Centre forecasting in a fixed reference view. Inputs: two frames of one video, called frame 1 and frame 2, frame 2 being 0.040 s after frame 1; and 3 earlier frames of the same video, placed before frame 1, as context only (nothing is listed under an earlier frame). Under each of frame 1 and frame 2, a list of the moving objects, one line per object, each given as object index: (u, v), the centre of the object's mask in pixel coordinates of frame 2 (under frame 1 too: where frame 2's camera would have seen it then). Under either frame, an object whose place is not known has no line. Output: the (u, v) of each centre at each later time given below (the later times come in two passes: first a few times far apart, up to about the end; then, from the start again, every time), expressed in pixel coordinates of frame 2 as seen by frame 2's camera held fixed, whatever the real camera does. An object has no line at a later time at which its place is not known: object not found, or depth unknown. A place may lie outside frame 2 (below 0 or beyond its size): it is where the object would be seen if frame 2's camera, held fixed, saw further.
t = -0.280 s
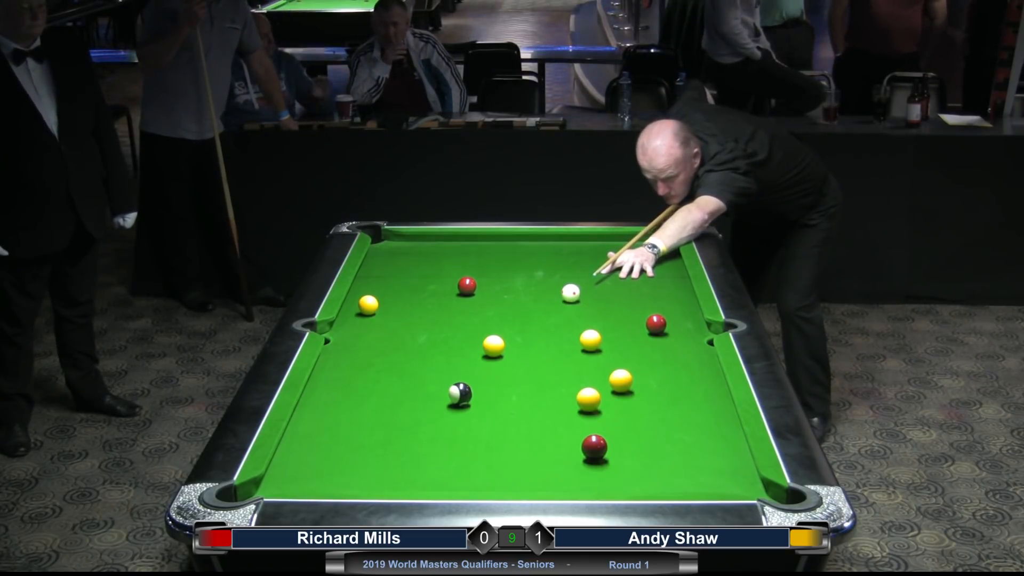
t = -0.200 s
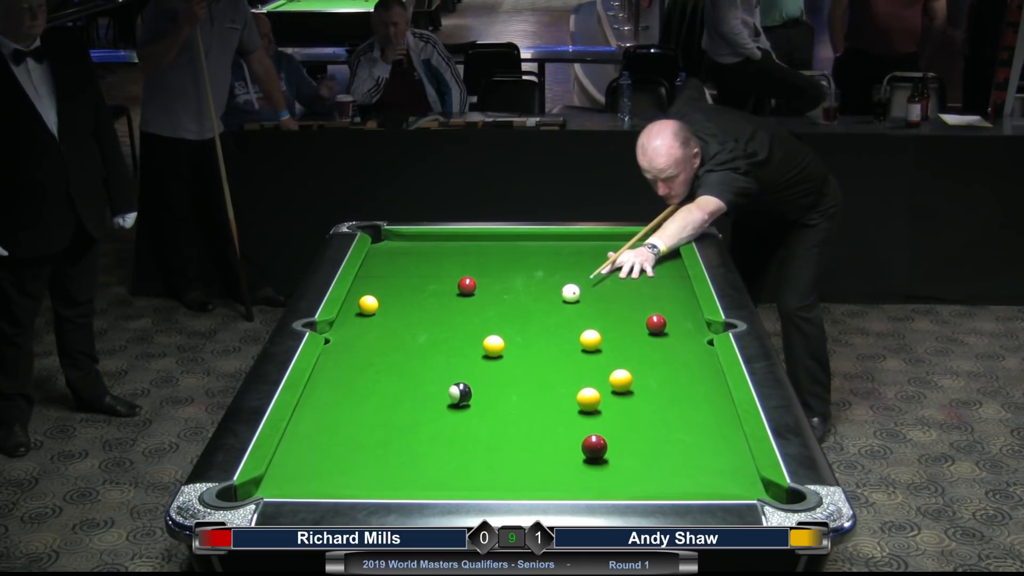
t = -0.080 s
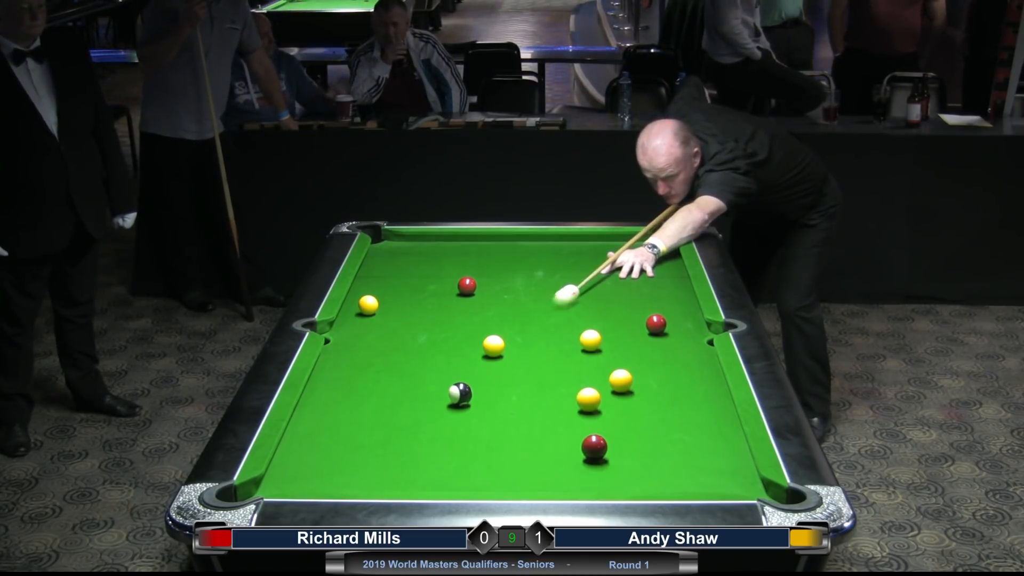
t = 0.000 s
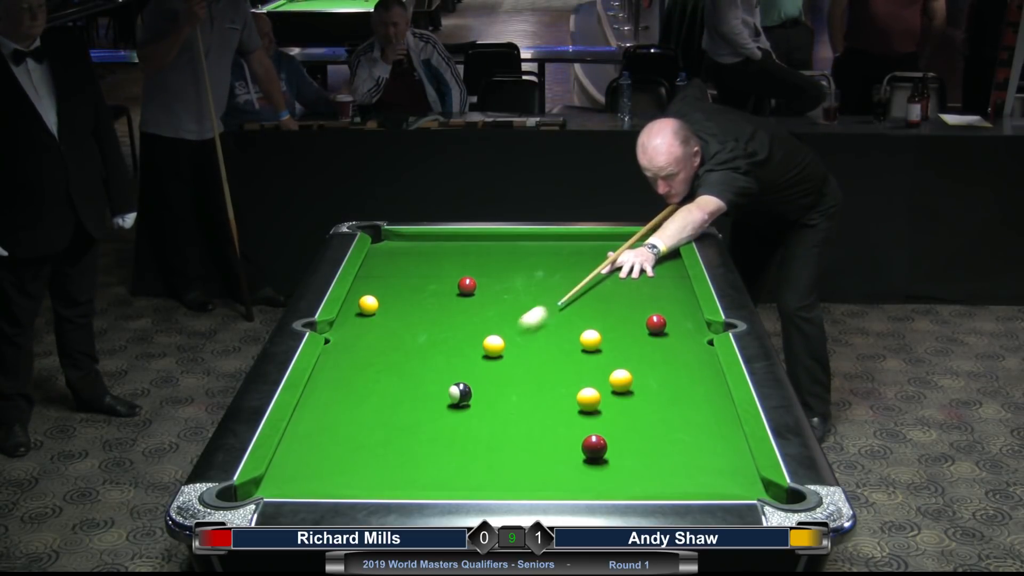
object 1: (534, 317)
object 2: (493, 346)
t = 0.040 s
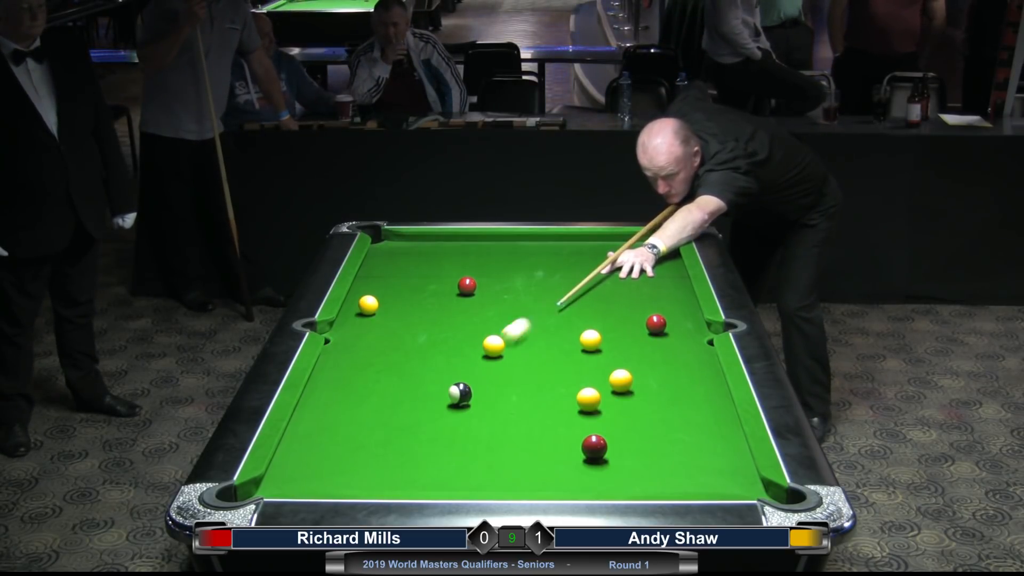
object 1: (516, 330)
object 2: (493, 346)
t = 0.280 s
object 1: (507, 339)
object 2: (415, 397)
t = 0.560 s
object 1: (510, 338)
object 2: (311, 467)
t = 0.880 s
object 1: (510, 337)
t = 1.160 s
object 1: (510, 337)
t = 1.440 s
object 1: (510, 337)
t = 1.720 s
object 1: (510, 337)
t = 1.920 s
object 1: (510, 337)
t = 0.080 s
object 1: (505, 339)
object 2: (489, 347)
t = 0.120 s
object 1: (505, 339)
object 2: (474, 357)
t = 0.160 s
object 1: (505, 339)
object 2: (459, 367)
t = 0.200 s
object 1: (506, 339)
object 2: (443, 377)
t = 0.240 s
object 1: (507, 339)
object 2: (429, 387)
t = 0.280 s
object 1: (507, 339)
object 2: (415, 397)
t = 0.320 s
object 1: (508, 338)
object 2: (401, 407)
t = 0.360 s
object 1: (508, 338)
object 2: (387, 417)
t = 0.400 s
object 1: (509, 338)
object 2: (372, 426)
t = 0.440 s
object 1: (509, 338)
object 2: (358, 436)
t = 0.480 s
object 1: (509, 338)
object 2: (343, 446)
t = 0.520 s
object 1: (510, 338)
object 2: (327, 456)
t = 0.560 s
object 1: (510, 338)
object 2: (311, 467)
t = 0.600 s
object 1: (510, 337)
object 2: (294, 478)
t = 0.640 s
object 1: (510, 337)
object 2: (277, 486)
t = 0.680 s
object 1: (510, 337)
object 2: (253, 490)
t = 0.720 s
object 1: (510, 337)
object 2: (239, 495)
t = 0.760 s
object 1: (510, 338)
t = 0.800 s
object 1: (510, 337)
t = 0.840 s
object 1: (510, 337)
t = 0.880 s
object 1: (510, 337)
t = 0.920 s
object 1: (510, 337)
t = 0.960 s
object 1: (510, 338)
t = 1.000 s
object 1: (510, 337)
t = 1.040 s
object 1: (510, 337)
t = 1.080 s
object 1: (510, 338)
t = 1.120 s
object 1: (510, 337)
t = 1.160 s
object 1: (510, 337)
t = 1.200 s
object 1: (510, 337)
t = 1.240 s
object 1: (510, 337)
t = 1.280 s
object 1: (510, 337)
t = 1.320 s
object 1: (510, 338)
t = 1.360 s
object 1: (510, 337)
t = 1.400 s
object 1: (510, 338)
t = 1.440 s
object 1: (510, 337)
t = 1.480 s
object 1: (510, 337)
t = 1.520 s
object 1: (510, 338)
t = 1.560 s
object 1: (510, 338)
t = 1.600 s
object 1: (510, 338)
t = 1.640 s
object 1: (510, 338)
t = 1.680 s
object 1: (510, 337)
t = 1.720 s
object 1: (510, 337)
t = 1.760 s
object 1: (510, 338)
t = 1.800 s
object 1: (510, 337)
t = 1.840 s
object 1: (510, 337)
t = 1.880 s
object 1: (510, 338)
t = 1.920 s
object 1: (510, 337)
